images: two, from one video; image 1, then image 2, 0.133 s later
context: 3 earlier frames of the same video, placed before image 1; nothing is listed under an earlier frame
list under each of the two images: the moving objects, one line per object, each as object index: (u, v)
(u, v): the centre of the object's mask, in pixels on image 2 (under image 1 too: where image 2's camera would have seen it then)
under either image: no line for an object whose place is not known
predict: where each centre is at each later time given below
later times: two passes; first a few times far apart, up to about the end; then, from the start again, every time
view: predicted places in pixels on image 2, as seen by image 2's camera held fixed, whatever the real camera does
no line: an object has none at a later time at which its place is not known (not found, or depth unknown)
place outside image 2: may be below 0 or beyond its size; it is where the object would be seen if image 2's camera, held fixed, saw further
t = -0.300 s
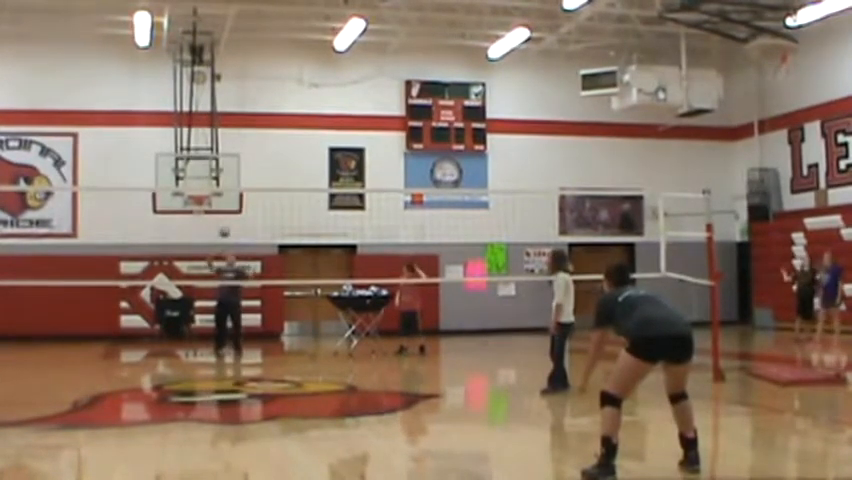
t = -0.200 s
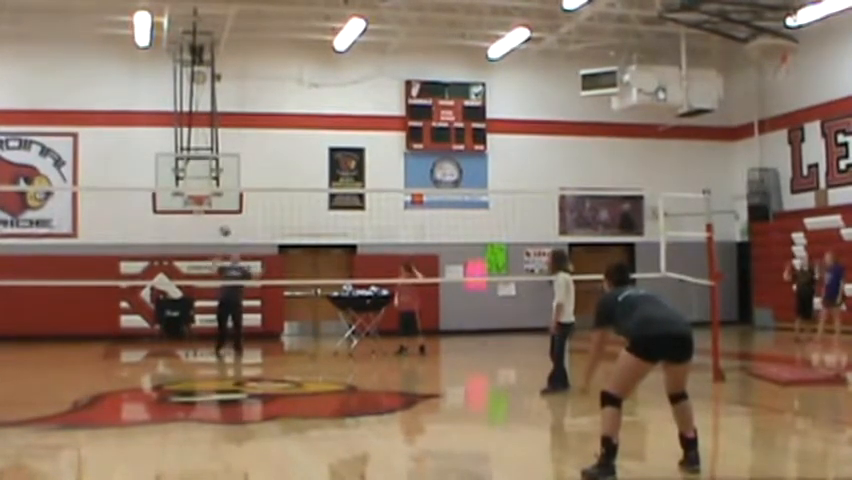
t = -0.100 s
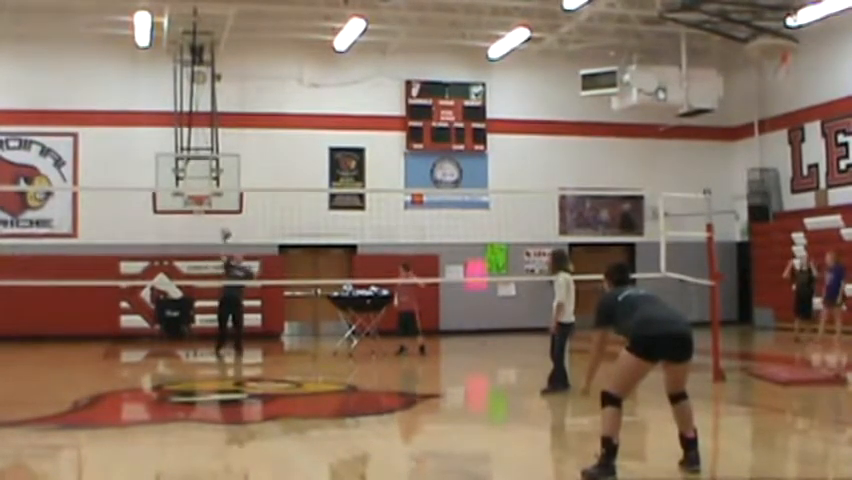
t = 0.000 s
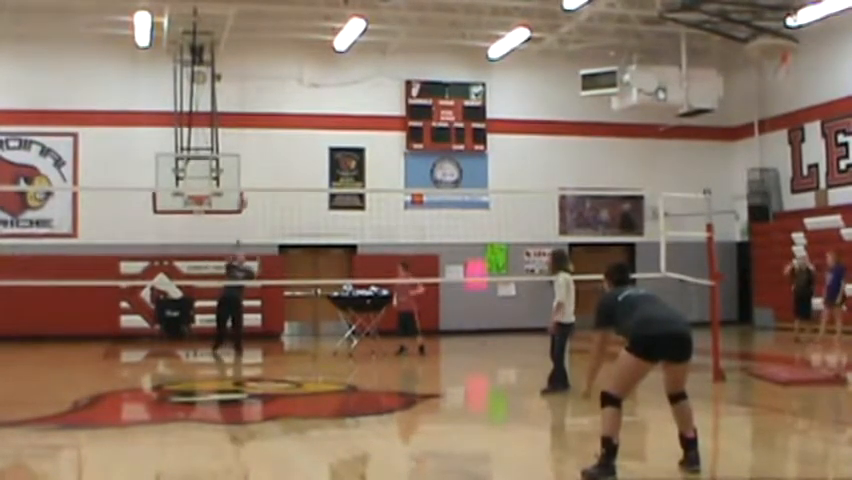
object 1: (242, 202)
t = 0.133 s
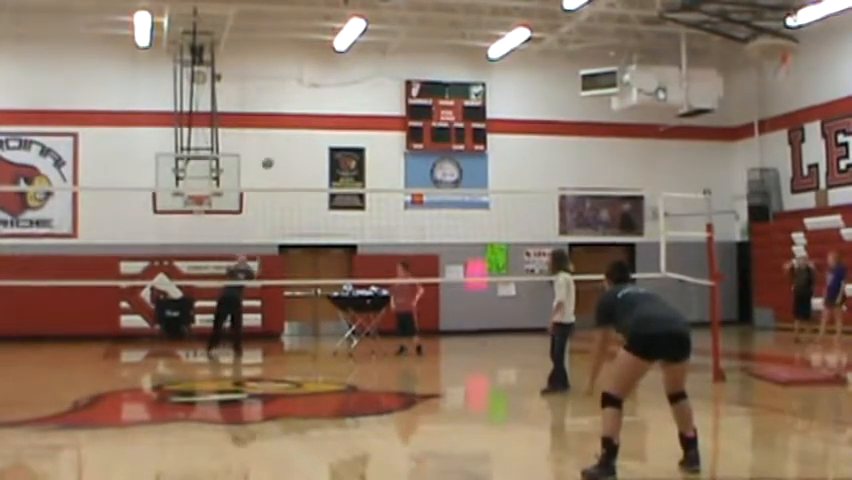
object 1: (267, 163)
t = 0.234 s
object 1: (288, 136)
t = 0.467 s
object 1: (349, 93)
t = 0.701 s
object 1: (430, 89)
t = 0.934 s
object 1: (541, 151)
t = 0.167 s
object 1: (274, 153)
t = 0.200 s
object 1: (281, 144)
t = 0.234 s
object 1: (288, 136)
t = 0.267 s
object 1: (296, 126)
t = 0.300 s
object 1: (303, 119)
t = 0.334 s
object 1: (313, 113)
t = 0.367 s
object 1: (320, 108)
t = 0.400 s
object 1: (329, 102)
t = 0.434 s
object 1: (339, 97)
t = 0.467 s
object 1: (349, 93)
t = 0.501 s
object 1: (359, 89)
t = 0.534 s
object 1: (370, 87)
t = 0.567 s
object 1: (381, 85)
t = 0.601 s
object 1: (393, 84)
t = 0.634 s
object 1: (405, 85)
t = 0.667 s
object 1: (417, 87)
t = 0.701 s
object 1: (430, 89)
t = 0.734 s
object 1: (444, 89)
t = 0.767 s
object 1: (456, 94)
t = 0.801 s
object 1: (474, 103)
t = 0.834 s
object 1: (488, 113)
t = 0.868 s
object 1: (504, 121)
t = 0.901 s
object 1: (523, 135)
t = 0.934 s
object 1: (541, 151)
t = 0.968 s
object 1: (560, 167)
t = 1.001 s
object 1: (581, 185)
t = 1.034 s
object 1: (597, 205)
